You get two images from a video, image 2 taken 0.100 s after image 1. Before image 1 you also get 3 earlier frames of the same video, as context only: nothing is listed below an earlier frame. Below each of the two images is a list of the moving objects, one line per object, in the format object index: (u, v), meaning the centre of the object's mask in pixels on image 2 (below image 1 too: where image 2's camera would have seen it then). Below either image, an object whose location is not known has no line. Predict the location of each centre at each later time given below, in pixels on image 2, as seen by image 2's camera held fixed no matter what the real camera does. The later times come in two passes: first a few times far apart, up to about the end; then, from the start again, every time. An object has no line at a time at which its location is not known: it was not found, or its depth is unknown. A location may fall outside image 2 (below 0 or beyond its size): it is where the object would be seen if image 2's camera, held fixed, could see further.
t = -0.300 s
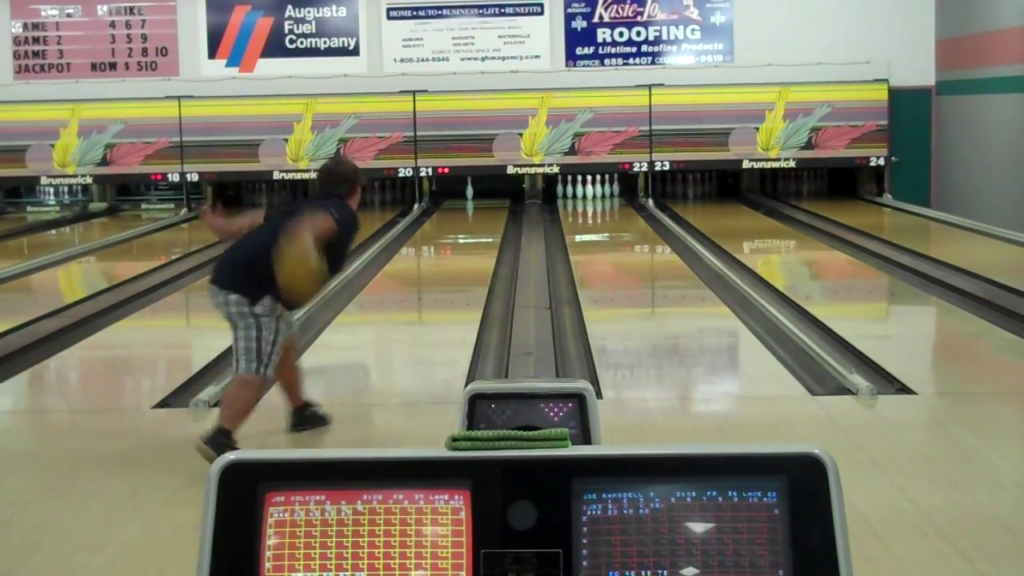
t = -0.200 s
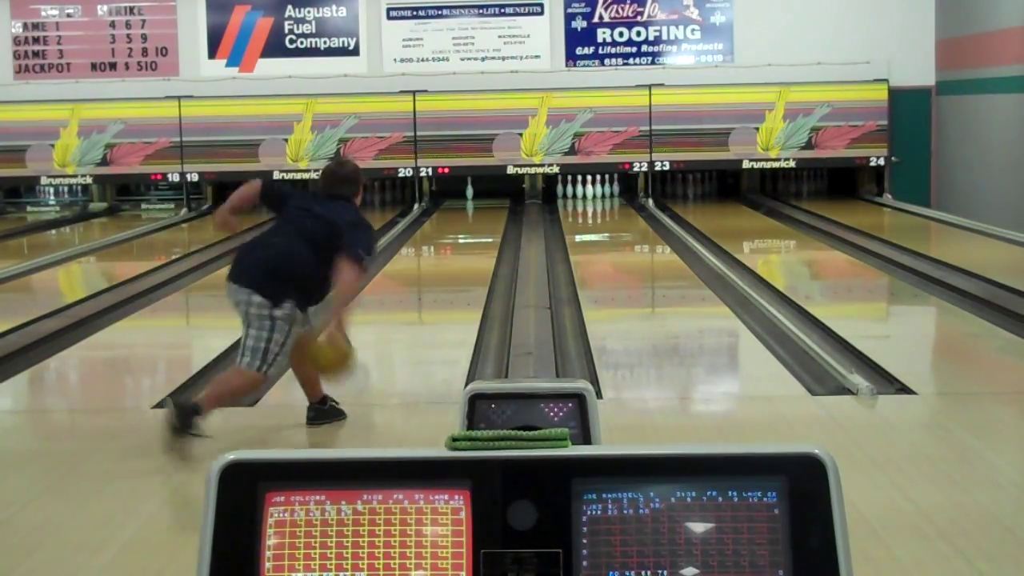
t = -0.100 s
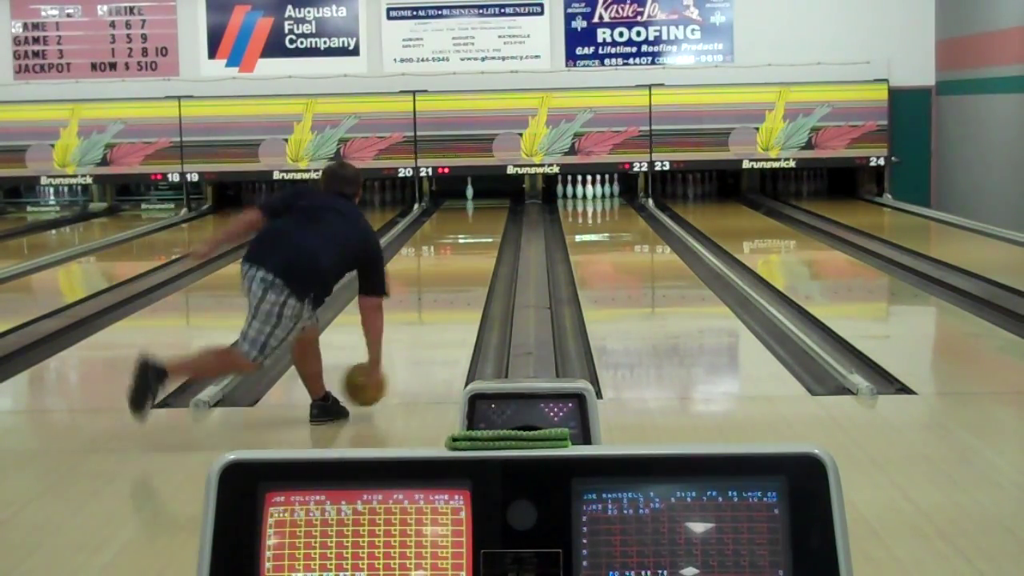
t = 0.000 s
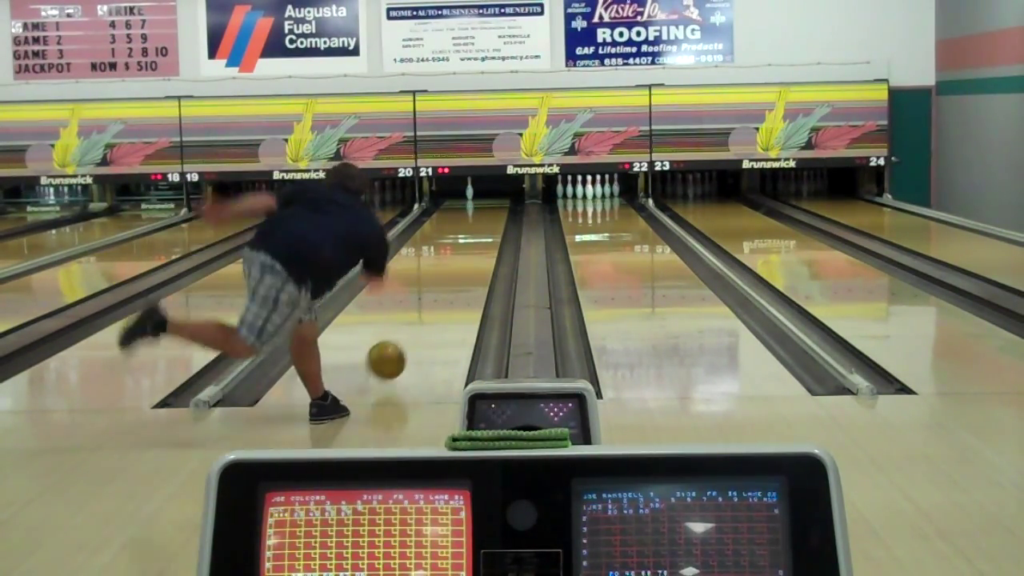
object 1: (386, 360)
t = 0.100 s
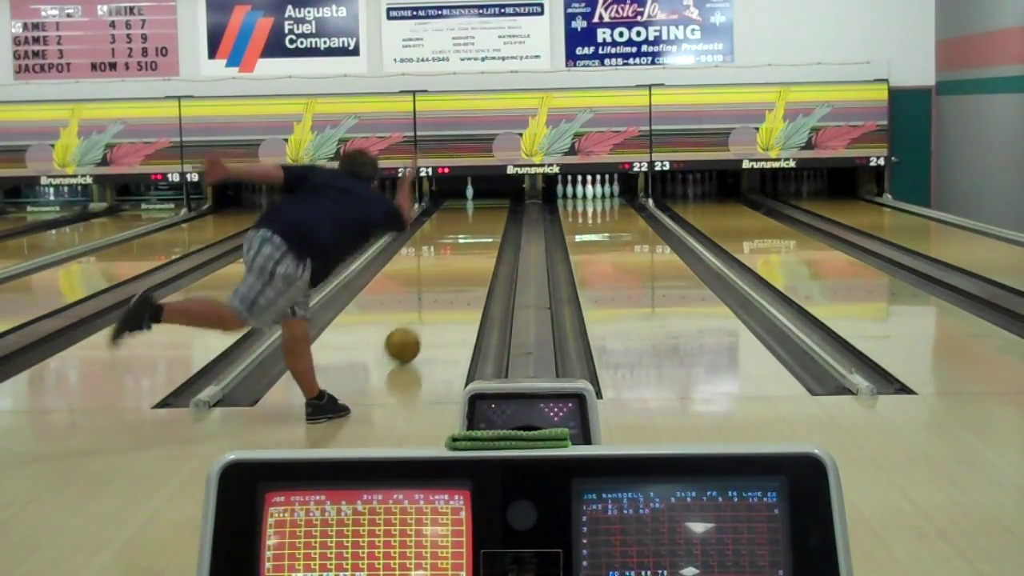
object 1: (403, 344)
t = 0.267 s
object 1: (424, 314)
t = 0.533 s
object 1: (447, 281)
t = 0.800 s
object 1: (463, 257)
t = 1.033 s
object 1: (472, 240)
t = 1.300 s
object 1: (478, 225)
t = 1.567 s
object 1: (481, 213)
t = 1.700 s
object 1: (481, 209)
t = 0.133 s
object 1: (407, 338)
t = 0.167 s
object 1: (412, 332)
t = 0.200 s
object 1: (416, 326)
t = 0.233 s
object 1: (420, 321)
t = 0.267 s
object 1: (424, 314)
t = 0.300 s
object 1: (427, 309)
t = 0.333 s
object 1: (431, 305)
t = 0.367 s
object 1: (434, 300)
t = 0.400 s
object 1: (437, 296)
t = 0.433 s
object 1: (440, 291)
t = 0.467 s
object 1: (442, 288)
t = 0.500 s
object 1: (445, 284)
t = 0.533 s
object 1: (447, 281)
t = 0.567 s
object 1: (449, 277)
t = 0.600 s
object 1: (452, 274)
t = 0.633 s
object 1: (454, 270)
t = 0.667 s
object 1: (456, 267)
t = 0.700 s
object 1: (458, 265)
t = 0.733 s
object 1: (460, 262)
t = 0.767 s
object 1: (461, 259)
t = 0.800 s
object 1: (463, 257)
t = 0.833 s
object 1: (465, 255)
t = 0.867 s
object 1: (466, 252)
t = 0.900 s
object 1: (467, 249)
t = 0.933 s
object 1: (469, 247)
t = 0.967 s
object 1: (469, 245)
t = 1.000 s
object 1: (471, 244)
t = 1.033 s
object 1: (472, 240)
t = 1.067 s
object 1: (473, 239)
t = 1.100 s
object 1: (474, 237)
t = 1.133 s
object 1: (475, 234)
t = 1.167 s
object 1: (476, 232)
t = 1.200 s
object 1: (477, 230)
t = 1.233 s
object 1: (477, 228)
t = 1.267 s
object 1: (478, 227)
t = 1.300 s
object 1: (478, 225)
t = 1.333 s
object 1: (479, 223)
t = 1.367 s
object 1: (479, 222)
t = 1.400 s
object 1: (479, 220)
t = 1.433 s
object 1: (479, 219)
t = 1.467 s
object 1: (479, 217)
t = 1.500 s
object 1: (480, 216)
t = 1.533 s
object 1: (481, 215)
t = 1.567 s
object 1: (481, 213)
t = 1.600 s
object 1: (481, 212)
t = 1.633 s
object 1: (481, 211)
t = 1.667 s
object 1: (481, 210)
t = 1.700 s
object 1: (481, 209)
